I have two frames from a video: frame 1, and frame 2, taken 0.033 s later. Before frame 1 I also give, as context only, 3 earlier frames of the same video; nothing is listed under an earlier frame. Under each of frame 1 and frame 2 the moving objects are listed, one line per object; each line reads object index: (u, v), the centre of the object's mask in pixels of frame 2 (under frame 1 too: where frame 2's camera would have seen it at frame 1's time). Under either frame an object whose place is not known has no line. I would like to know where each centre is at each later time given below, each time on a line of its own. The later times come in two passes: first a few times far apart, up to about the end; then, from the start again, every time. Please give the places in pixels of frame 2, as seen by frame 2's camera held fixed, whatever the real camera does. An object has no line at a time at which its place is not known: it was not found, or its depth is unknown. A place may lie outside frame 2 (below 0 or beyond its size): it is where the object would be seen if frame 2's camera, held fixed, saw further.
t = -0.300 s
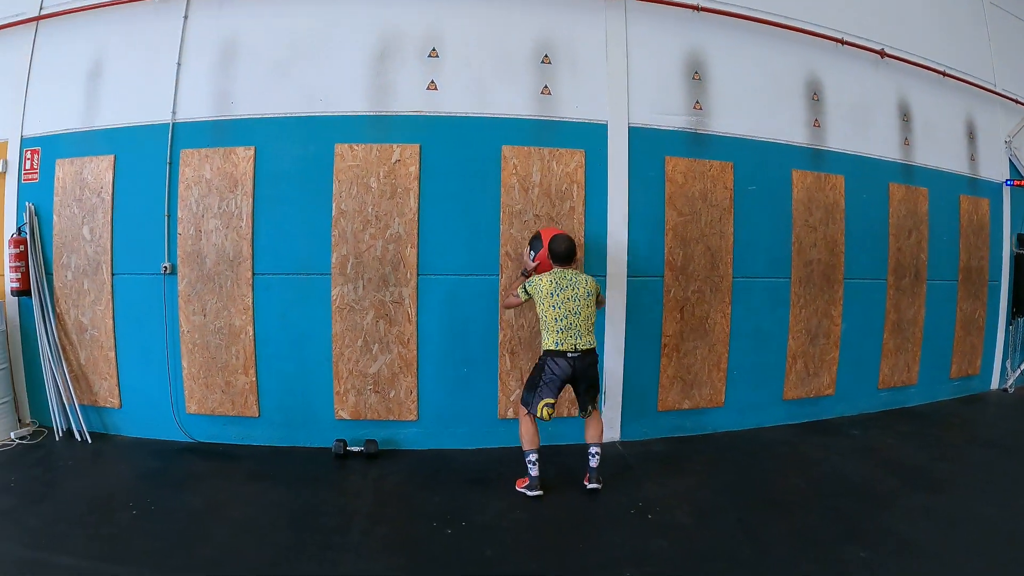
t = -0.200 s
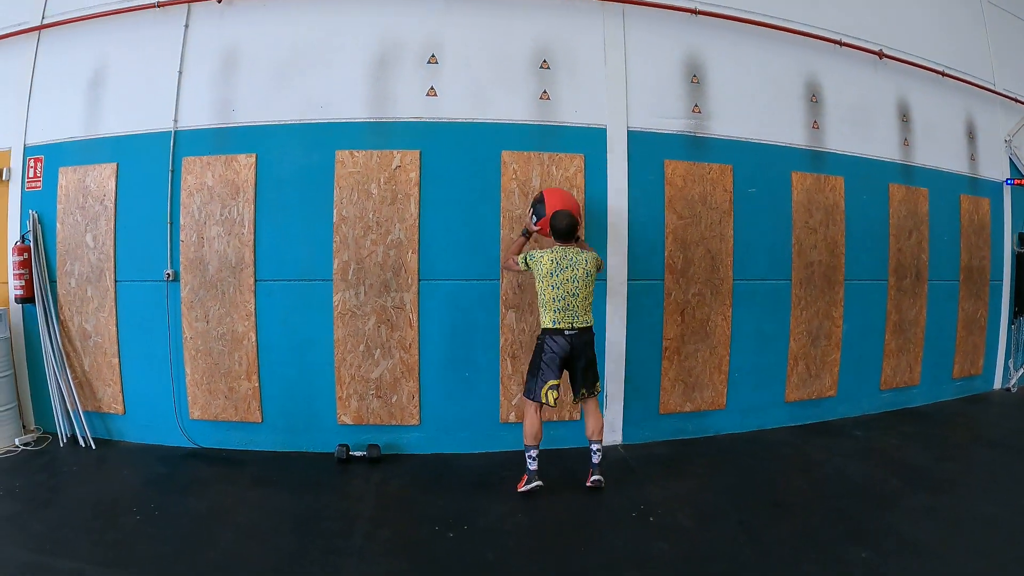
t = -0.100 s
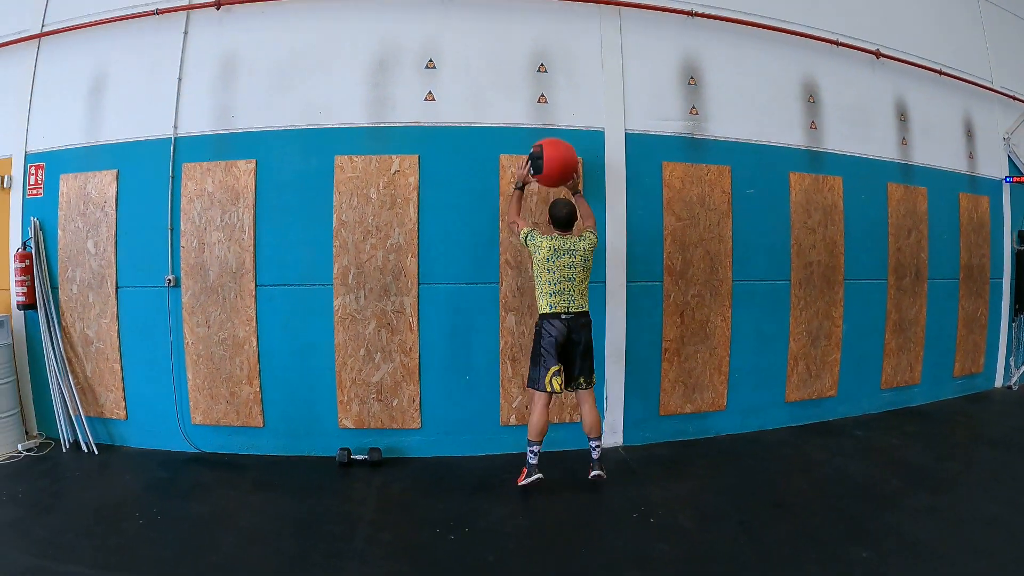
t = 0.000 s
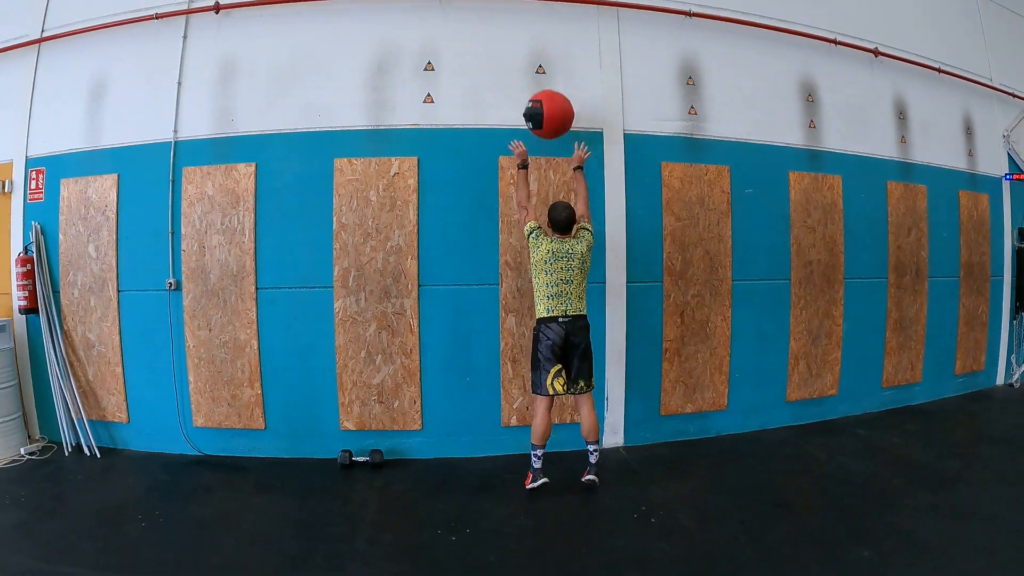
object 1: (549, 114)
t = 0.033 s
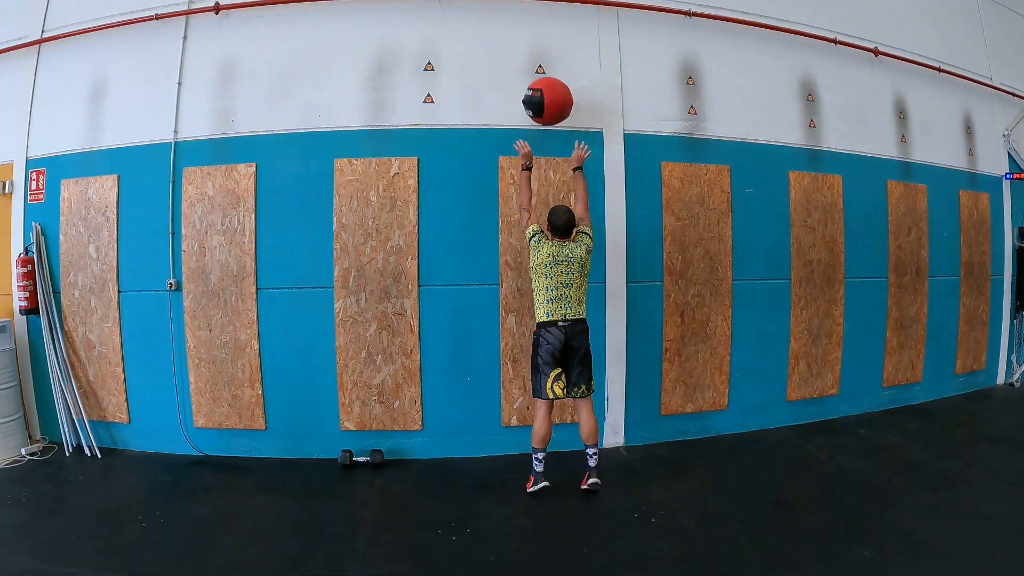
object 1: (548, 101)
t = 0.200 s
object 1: (544, 60)
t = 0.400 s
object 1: (542, 58)
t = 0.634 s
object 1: (544, 104)
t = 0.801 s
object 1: (548, 183)
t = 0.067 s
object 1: (547, 90)
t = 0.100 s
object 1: (546, 80)
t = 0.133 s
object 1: (546, 72)
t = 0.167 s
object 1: (545, 65)
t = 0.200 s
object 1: (544, 60)
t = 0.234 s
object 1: (544, 56)
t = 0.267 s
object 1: (543, 54)
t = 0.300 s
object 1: (543, 53)
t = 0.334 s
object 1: (542, 53)
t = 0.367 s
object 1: (542, 55)
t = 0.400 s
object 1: (542, 58)
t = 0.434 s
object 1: (542, 61)
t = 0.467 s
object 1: (542, 65)
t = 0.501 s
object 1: (542, 70)
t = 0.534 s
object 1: (543, 76)
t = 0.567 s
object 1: (543, 84)
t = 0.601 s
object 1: (544, 93)
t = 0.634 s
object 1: (544, 104)
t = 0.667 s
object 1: (545, 116)
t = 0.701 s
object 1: (546, 130)
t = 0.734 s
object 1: (546, 146)
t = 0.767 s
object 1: (547, 163)
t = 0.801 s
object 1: (548, 183)
